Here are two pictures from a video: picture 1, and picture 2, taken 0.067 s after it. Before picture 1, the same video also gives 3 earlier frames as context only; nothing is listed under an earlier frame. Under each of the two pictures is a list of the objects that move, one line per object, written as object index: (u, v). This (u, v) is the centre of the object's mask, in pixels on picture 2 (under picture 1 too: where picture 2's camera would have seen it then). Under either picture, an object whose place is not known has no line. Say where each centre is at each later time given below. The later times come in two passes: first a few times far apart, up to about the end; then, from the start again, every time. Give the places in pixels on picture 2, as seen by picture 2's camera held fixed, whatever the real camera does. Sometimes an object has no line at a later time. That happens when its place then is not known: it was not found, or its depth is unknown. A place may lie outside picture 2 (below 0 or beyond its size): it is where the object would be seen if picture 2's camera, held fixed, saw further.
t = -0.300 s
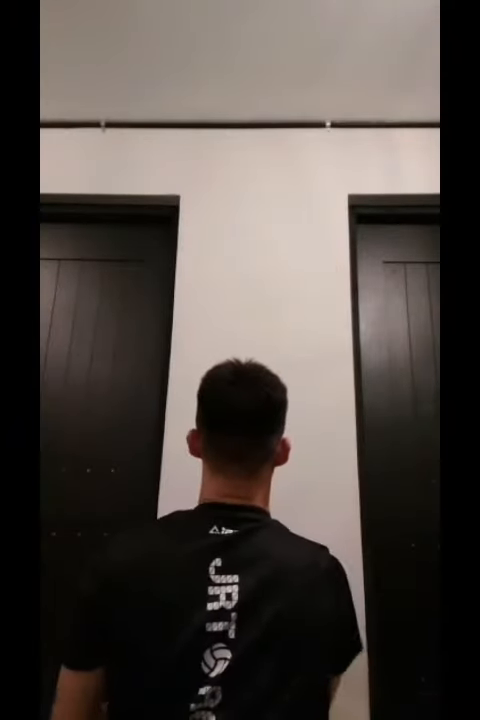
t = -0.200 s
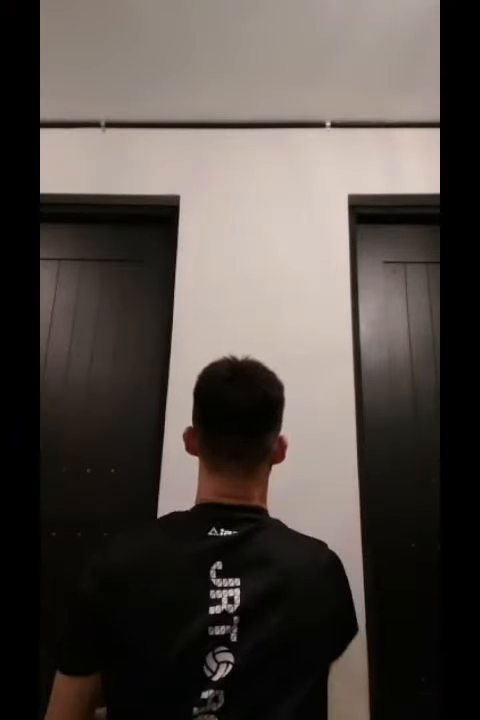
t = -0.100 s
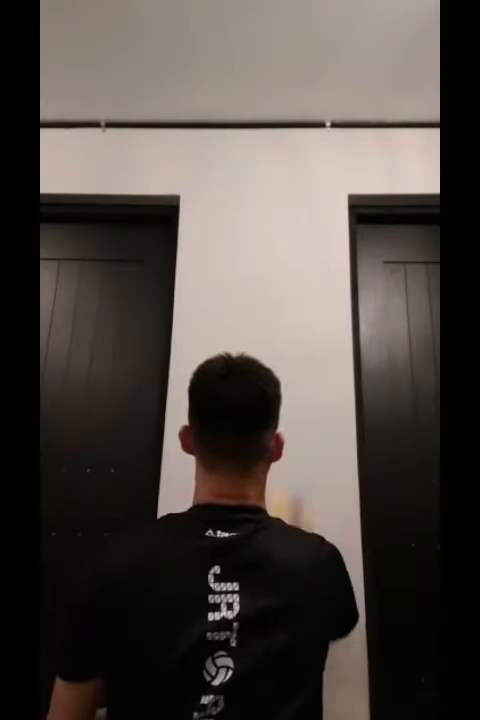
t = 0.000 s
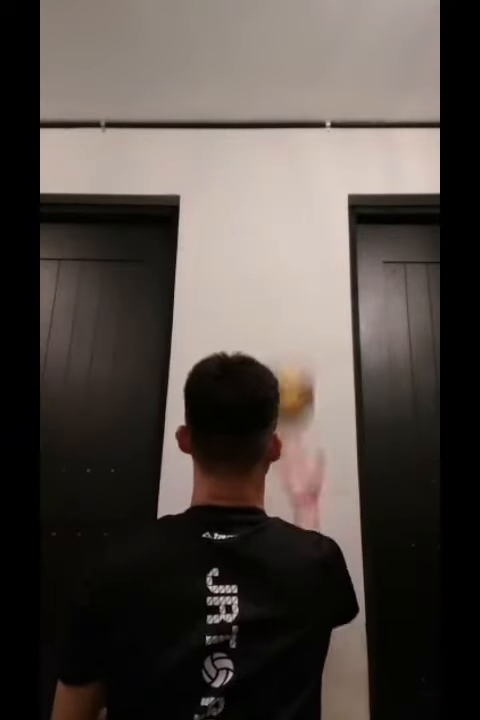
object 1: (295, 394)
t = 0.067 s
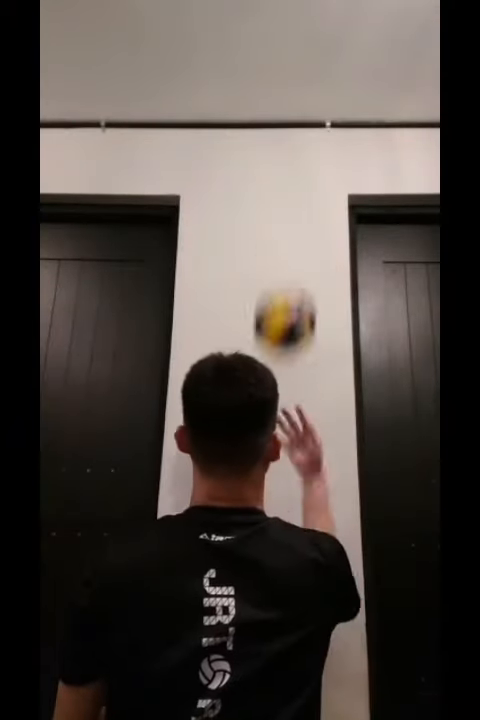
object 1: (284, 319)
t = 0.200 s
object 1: (289, 213)
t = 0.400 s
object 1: (295, 138)
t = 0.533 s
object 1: (300, 141)
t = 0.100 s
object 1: (285, 288)
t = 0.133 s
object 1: (287, 260)
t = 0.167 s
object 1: (287, 236)
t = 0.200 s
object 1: (289, 213)
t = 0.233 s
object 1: (290, 196)
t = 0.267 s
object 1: (291, 178)
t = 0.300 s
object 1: (292, 164)
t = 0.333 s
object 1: (293, 152)
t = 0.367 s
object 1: (294, 145)
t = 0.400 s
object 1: (295, 138)
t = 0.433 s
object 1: (296, 134)
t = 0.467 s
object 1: (297, 134)
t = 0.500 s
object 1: (298, 136)
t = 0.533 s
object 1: (300, 141)
